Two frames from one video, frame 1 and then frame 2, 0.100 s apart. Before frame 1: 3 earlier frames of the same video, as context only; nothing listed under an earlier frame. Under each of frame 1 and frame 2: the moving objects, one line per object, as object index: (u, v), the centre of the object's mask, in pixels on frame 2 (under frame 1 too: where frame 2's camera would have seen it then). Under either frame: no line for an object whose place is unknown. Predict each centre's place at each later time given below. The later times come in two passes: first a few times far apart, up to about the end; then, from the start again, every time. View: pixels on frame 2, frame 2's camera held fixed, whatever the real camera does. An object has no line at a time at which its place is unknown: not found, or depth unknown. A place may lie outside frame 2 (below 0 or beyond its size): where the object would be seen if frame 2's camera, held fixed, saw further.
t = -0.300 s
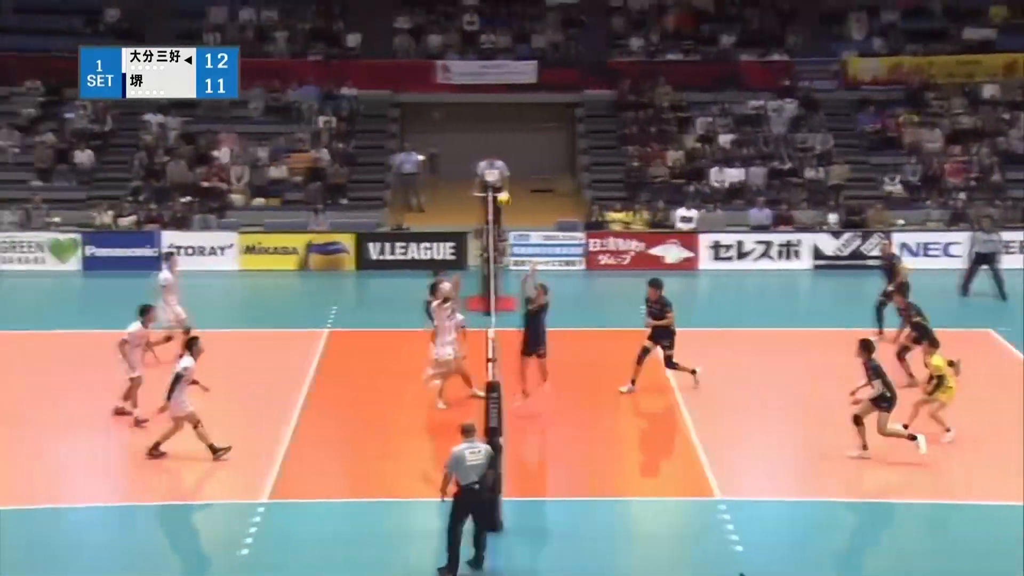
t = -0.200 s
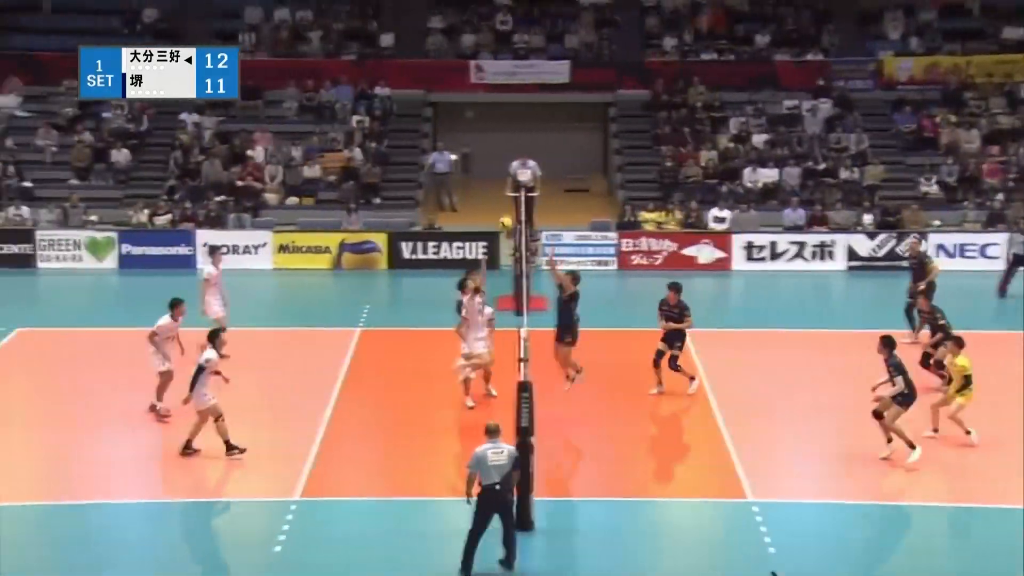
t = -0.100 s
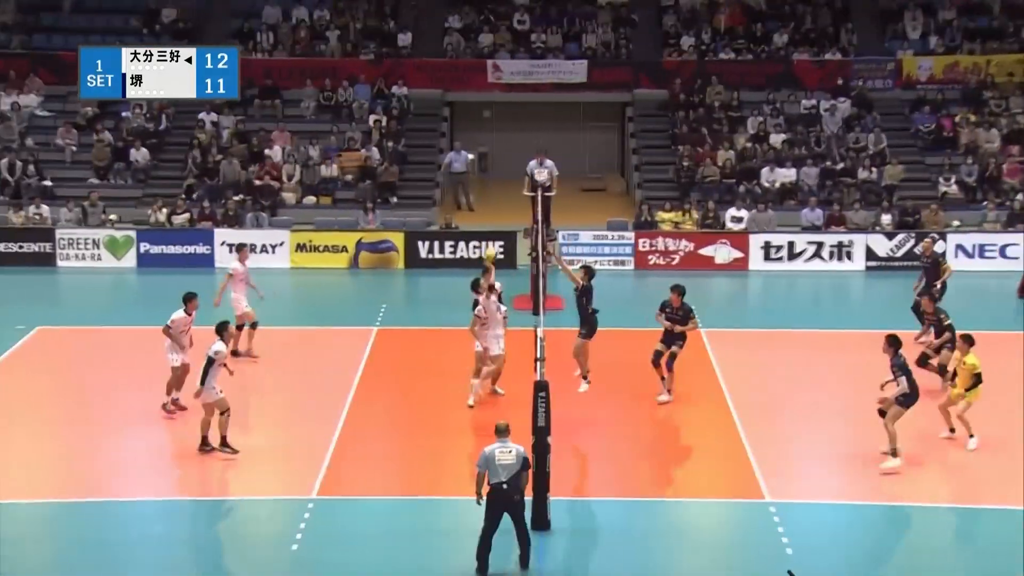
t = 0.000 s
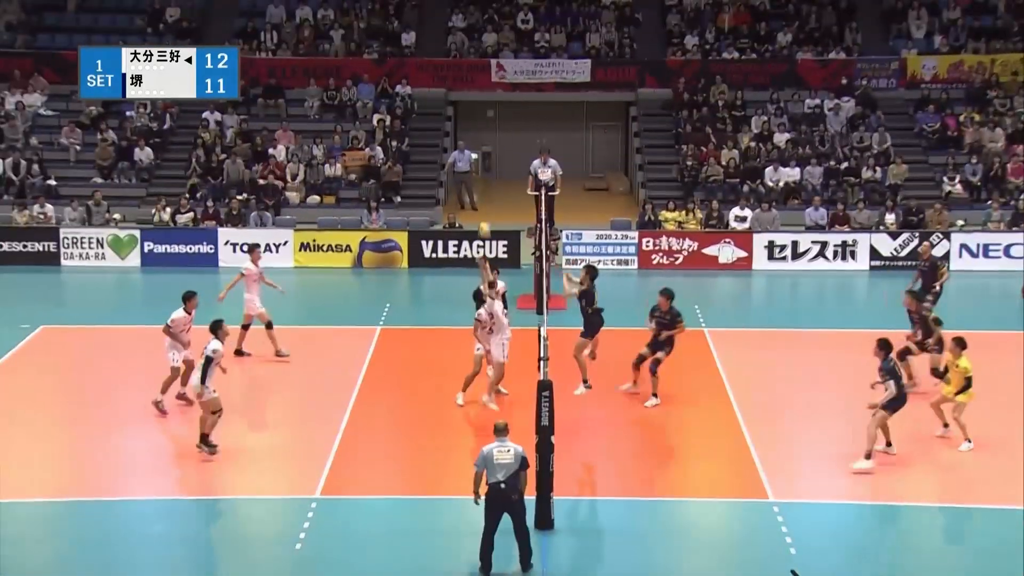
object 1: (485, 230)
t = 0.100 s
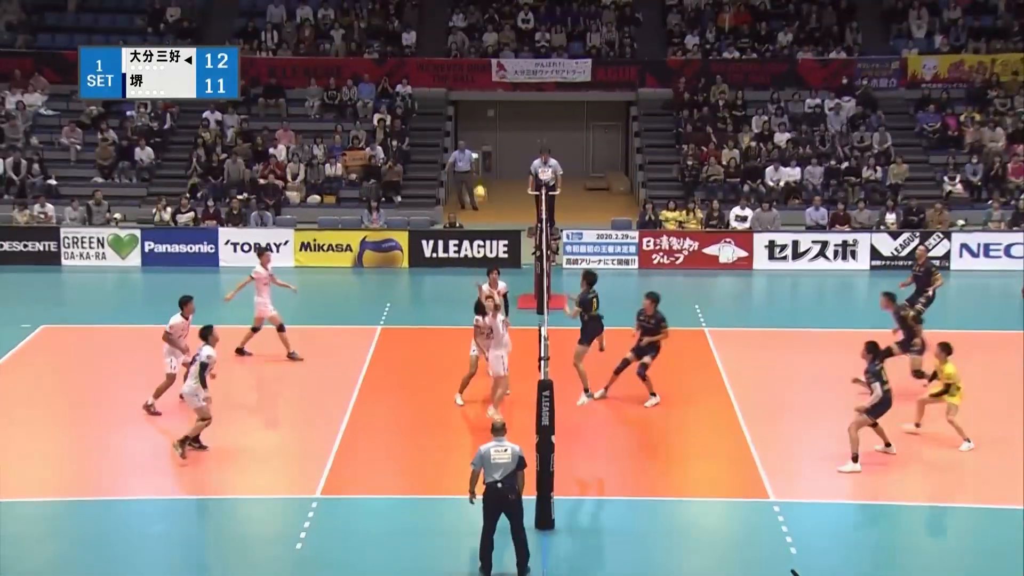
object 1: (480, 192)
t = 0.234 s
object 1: (474, 154)
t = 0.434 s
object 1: (465, 125)
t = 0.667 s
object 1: (455, 126)
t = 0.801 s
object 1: (450, 140)
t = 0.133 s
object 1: (478, 182)
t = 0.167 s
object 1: (476, 172)
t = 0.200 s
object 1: (475, 161)
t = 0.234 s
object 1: (474, 154)
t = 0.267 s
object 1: (473, 149)
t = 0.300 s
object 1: (472, 143)
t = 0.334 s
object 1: (469, 137)
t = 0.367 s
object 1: (467, 132)
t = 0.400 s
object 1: (466, 128)
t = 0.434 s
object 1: (465, 125)
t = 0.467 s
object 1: (464, 123)
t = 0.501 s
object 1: (462, 122)
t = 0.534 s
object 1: (461, 123)
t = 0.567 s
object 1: (459, 123)
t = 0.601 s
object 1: (458, 123)
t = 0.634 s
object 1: (456, 124)
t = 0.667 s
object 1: (455, 126)
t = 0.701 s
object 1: (454, 129)
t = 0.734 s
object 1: (452, 131)
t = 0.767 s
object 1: (451, 135)
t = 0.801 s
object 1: (450, 140)
